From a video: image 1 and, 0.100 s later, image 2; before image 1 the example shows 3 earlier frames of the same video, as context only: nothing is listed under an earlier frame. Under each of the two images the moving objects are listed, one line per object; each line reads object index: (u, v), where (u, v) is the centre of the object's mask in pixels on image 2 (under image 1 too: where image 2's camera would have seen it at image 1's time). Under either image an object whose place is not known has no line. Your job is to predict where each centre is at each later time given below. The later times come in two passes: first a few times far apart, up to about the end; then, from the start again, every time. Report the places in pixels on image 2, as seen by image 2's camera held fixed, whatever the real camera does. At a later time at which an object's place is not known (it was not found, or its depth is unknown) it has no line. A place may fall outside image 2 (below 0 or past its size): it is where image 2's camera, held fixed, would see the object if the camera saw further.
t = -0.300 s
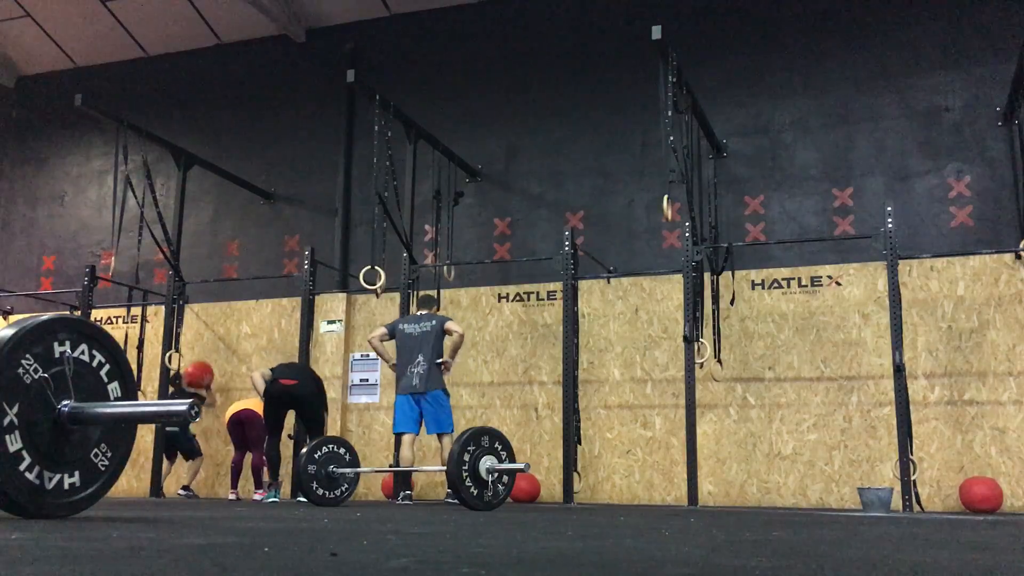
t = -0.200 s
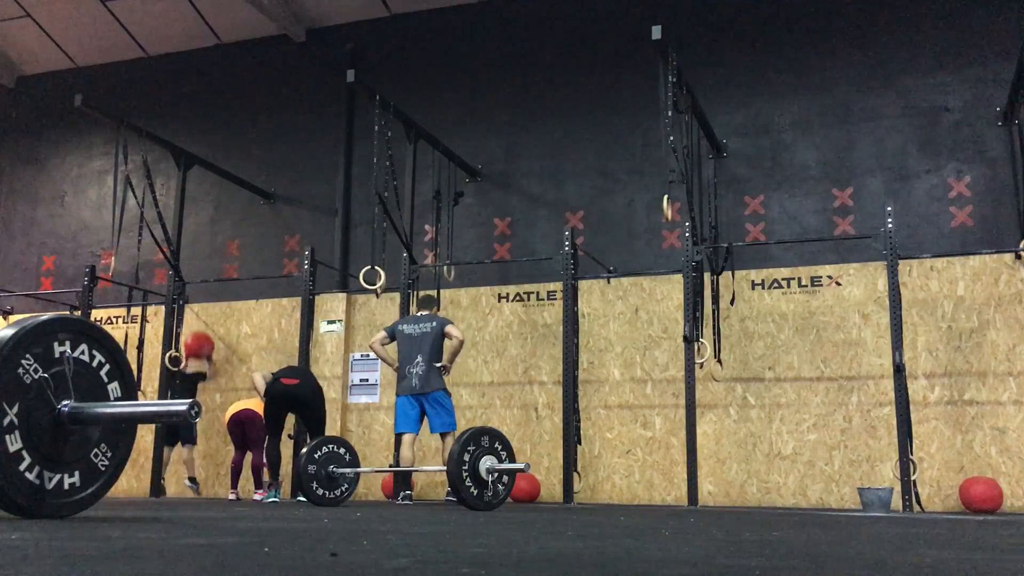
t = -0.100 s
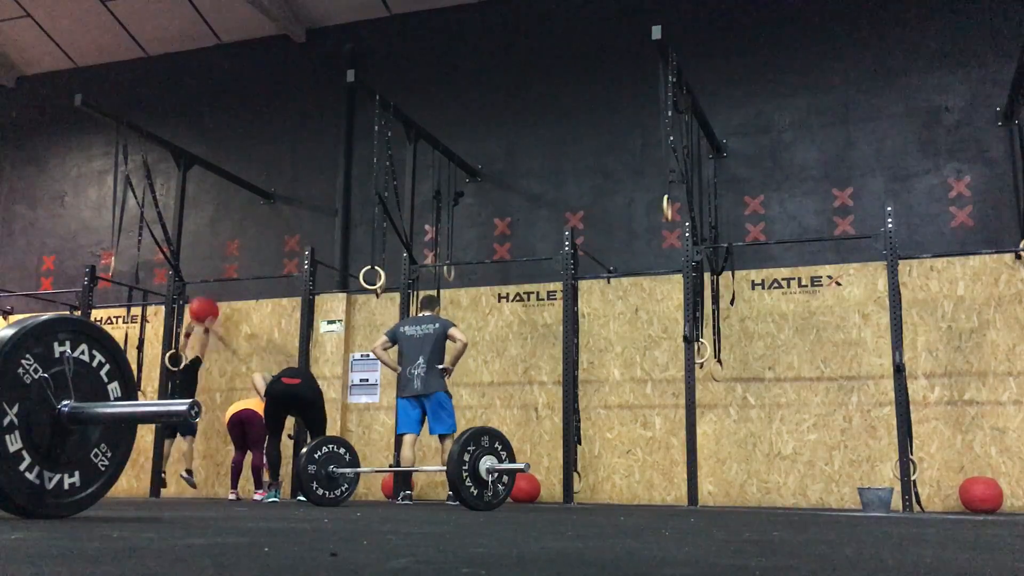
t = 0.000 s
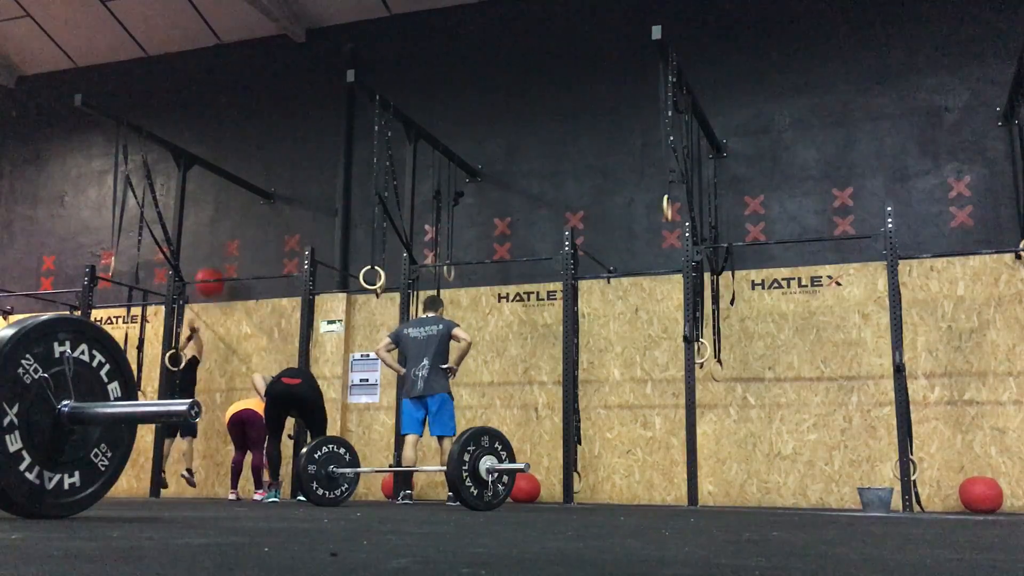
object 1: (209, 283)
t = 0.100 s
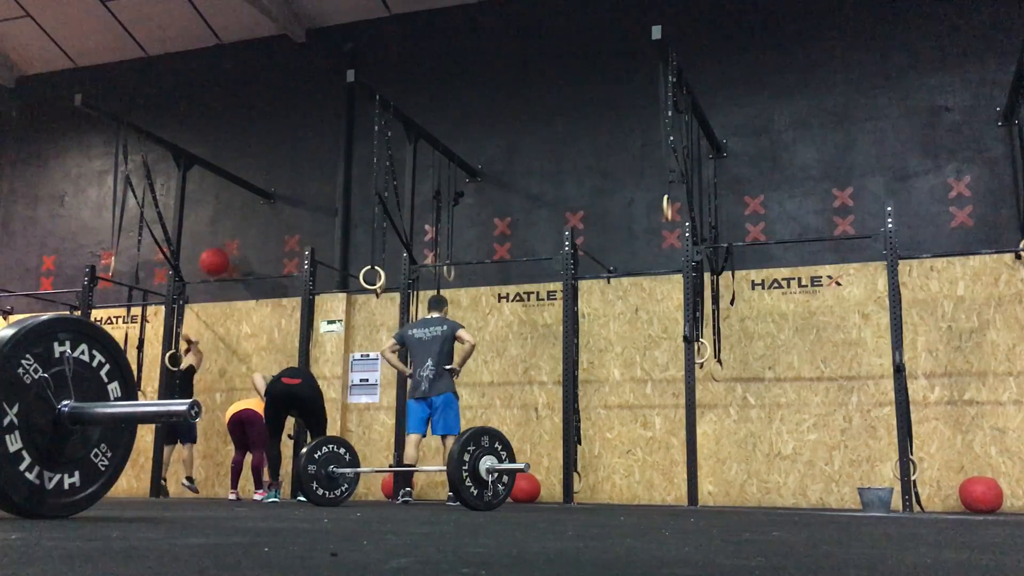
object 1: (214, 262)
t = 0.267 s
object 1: (220, 244)
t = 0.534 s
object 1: (220, 255)
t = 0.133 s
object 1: (215, 256)
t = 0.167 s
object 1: (217, 252)
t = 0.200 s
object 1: (218, 249)
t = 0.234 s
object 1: (219, 246)
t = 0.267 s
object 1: (220, 244)
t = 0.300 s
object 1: (222, 243)
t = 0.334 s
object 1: (223, 243)
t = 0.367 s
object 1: (224, 244)
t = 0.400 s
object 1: (223, 245)
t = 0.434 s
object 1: (223, 246)
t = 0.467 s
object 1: (222, 248)
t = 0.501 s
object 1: (221, 251)
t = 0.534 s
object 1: (220, 255)
